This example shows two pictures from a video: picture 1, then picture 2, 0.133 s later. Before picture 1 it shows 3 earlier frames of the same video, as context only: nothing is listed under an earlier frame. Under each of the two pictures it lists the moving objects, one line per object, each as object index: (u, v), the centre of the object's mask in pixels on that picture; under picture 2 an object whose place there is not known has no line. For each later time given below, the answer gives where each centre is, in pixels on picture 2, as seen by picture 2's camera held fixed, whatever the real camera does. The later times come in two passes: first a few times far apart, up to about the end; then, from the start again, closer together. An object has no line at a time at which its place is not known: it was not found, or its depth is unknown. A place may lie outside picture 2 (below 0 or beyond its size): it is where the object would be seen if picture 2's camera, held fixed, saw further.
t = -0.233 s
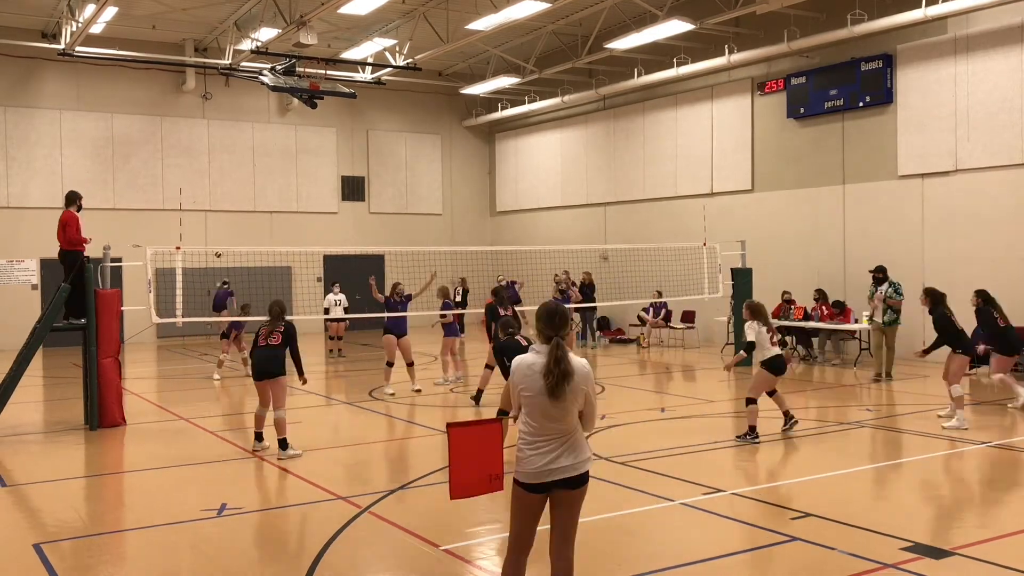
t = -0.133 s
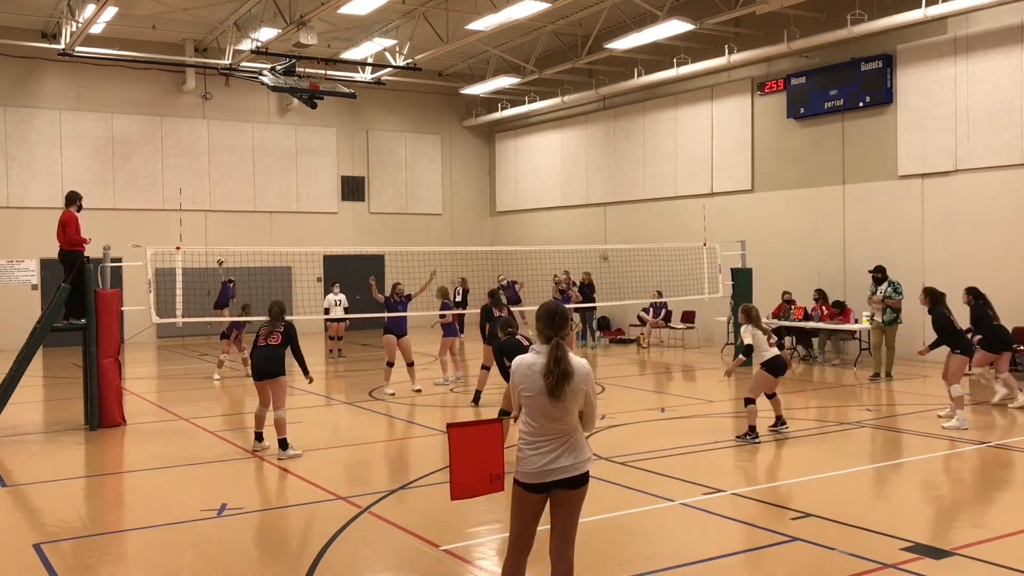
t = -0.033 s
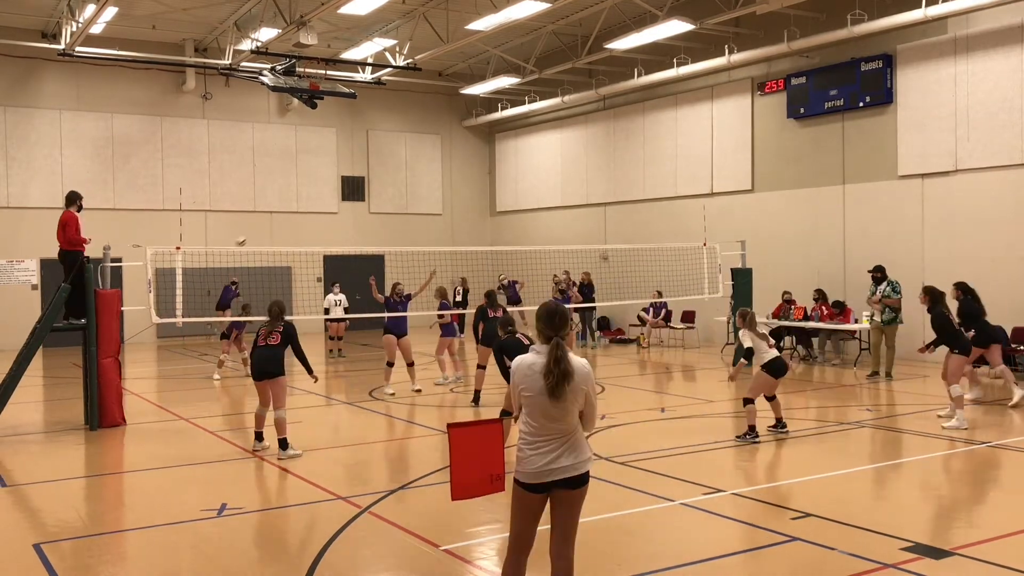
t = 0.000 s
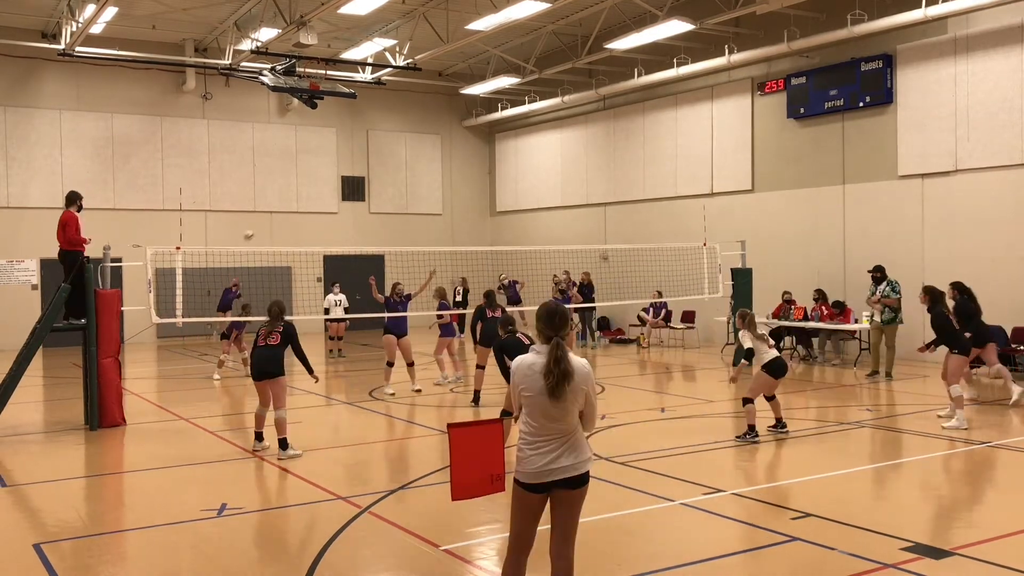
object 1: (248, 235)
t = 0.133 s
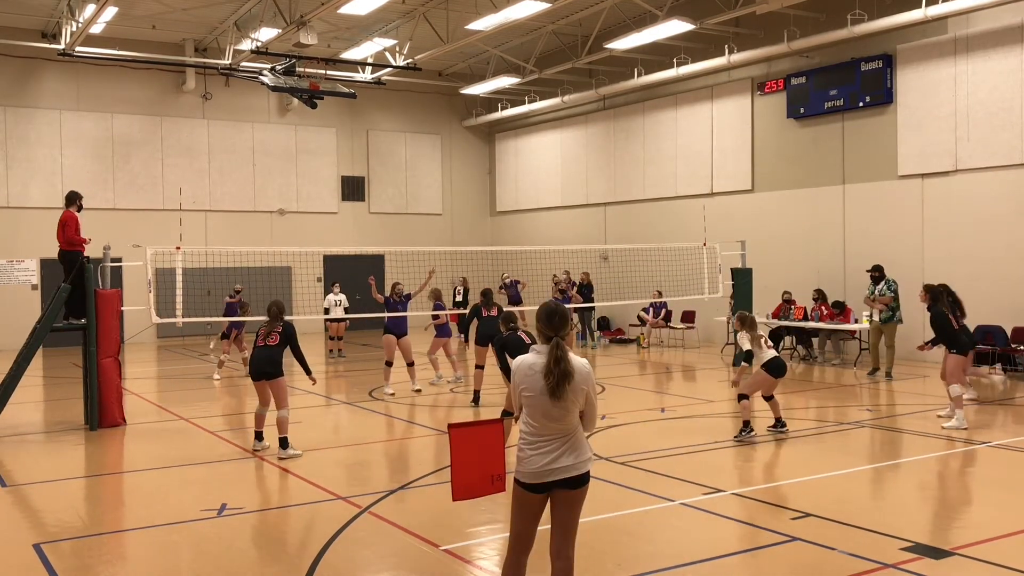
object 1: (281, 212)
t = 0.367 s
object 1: (351, 181)
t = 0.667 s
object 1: (475, 179)
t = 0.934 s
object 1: (628, 233)
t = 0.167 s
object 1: (291, 207)
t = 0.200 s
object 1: (300, 201)
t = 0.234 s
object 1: (309, 196)
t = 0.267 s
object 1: (318, 192)
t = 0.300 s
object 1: (329, 187)
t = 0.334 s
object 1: (341, 183)
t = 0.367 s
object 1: (351, 181)
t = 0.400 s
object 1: (363, 178)
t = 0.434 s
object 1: (376, 176)
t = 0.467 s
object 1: (388, 175)
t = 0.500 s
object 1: (400, 175)
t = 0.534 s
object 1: (414, 175)
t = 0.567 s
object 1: (428, 175)
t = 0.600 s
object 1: (443, 176)
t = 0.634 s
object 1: (459, 178)
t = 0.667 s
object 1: (475, 179)
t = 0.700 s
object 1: (489, 181)
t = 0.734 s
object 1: (507, 188)
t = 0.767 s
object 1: (525, 193)
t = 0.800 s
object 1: (544, 199)
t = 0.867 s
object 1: (585, 214)
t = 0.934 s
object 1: (628, 233)
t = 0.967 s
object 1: (652, 246)
